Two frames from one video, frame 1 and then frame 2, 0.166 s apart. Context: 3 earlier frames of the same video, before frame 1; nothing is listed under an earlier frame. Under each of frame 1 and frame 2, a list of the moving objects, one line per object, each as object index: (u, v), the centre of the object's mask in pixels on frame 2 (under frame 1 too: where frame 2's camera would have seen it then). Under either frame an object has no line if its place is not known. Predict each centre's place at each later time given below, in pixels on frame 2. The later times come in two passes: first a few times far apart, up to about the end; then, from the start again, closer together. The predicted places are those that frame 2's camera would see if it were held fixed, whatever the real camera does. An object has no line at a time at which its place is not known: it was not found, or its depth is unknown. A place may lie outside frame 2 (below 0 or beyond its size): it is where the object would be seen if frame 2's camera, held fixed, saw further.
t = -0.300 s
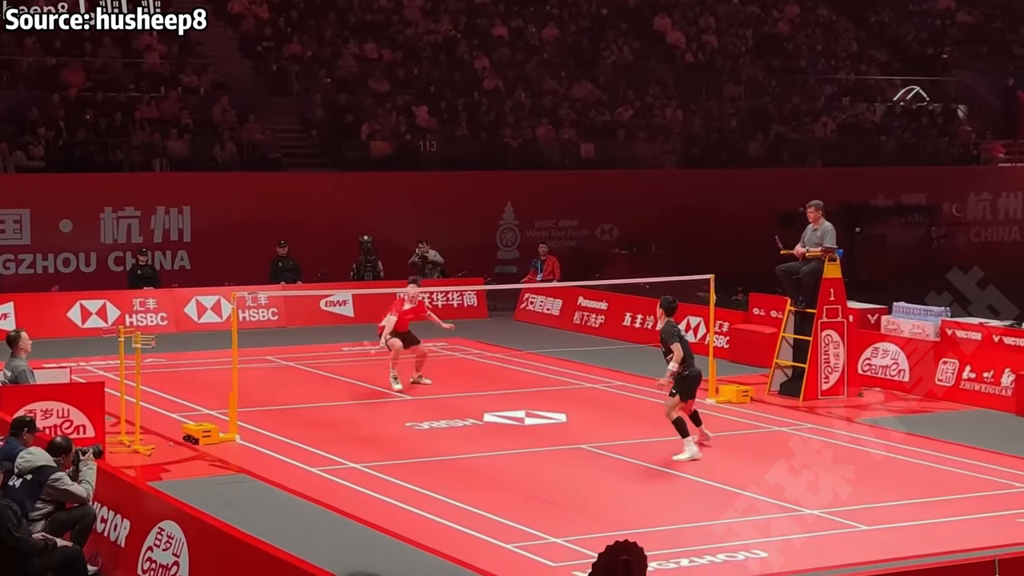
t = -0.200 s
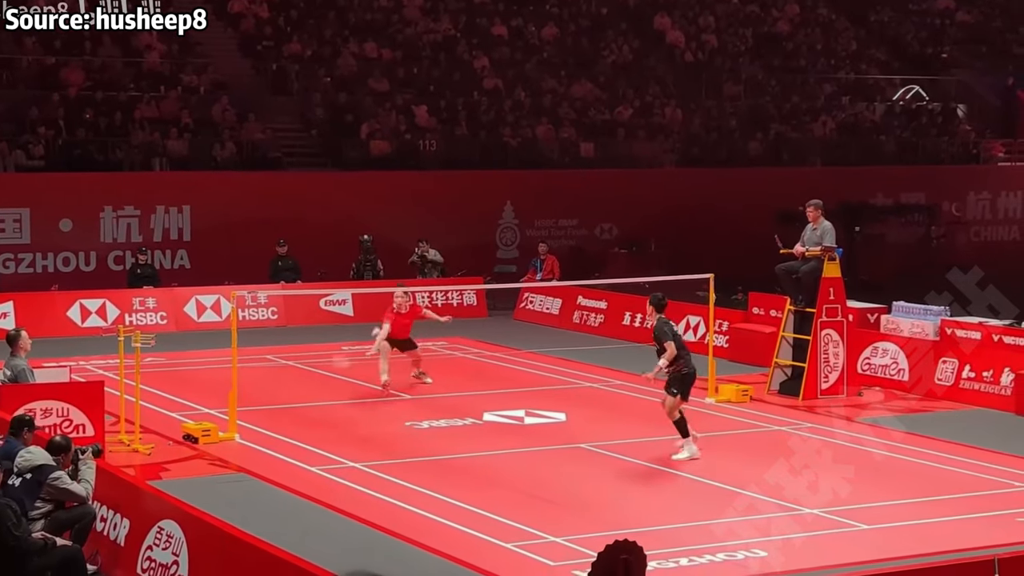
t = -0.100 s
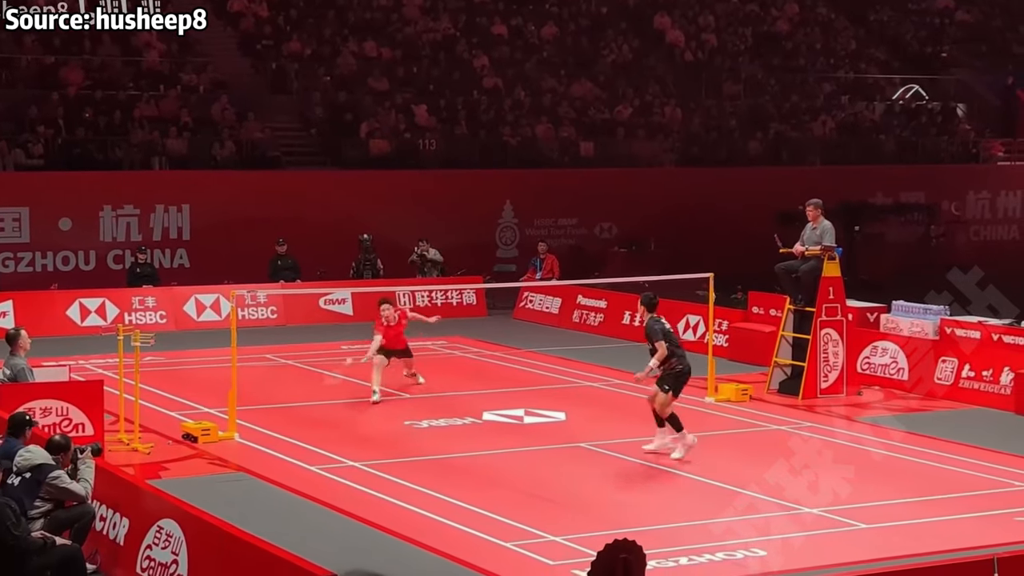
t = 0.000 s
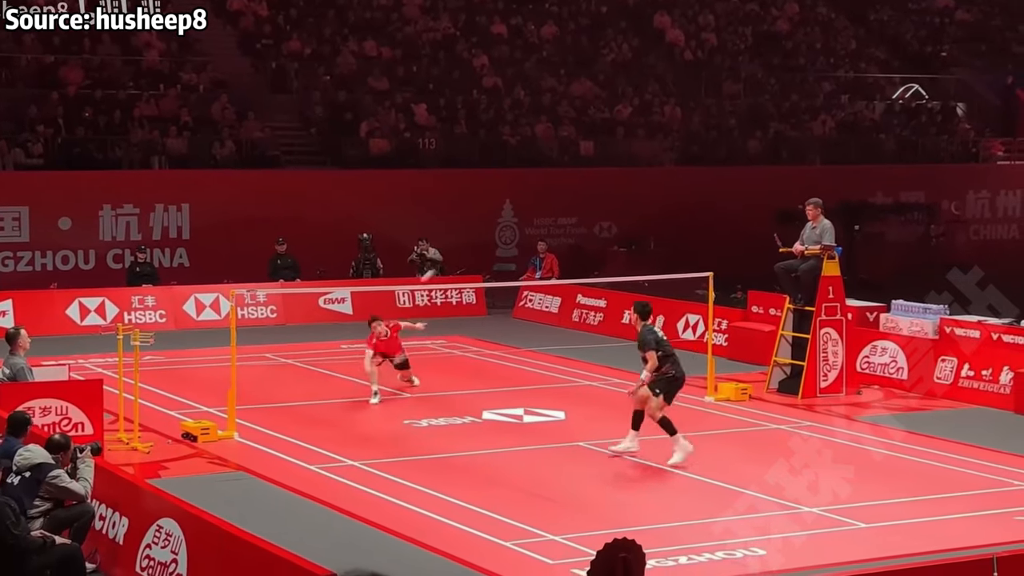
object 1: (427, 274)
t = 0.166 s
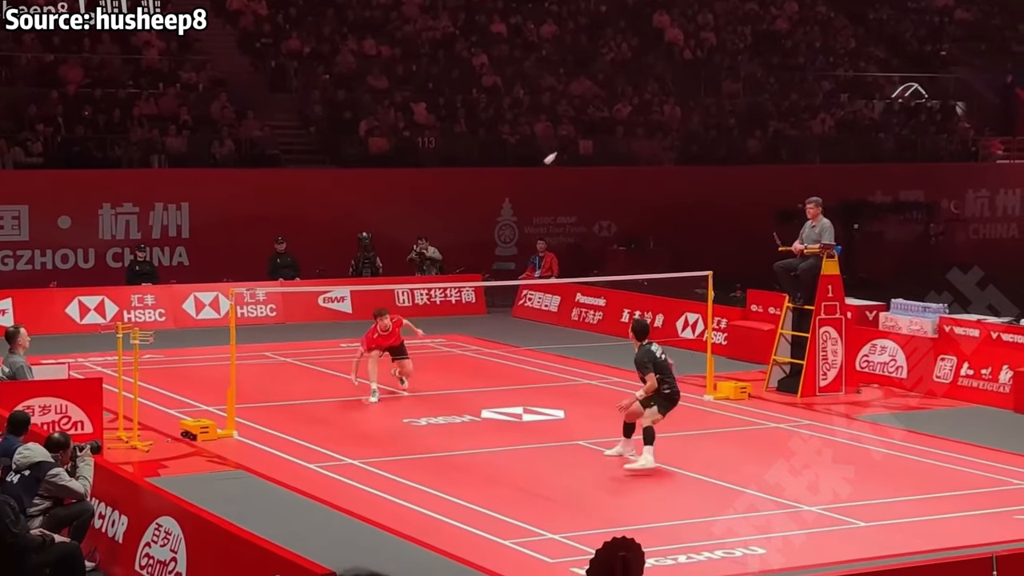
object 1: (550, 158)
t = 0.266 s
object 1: (608, 113)
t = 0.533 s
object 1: (730, 56)
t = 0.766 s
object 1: (817, 66)
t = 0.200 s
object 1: (571, 142)
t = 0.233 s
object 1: (589, 127)
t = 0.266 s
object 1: (608, 113)
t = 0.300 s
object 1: (625, 102)
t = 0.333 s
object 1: (642, 91)
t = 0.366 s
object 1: (658, 82)
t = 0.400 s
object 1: (674, 74)
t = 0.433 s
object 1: (688, 68)
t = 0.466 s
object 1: (703, 63)
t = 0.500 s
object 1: (716, 59)
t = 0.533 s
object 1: (730, 56)
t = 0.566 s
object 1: (744, 54)
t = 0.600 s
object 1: (757, 53)
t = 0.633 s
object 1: (770, 54)
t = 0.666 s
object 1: (782, 56)
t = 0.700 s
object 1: (794, 58)
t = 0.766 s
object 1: (817, 66)
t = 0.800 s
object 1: (828, 72)
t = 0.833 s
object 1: (838, 79)
